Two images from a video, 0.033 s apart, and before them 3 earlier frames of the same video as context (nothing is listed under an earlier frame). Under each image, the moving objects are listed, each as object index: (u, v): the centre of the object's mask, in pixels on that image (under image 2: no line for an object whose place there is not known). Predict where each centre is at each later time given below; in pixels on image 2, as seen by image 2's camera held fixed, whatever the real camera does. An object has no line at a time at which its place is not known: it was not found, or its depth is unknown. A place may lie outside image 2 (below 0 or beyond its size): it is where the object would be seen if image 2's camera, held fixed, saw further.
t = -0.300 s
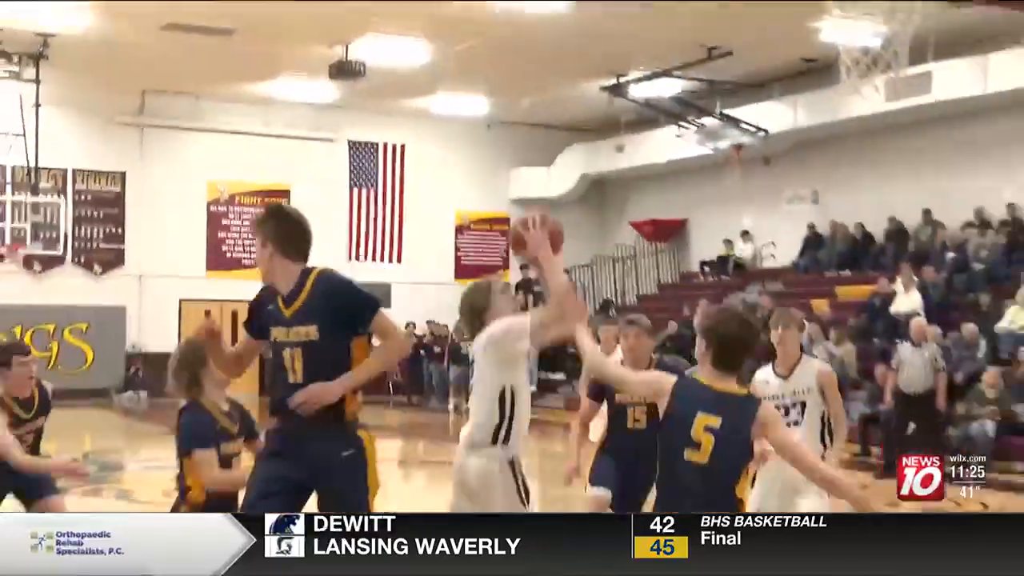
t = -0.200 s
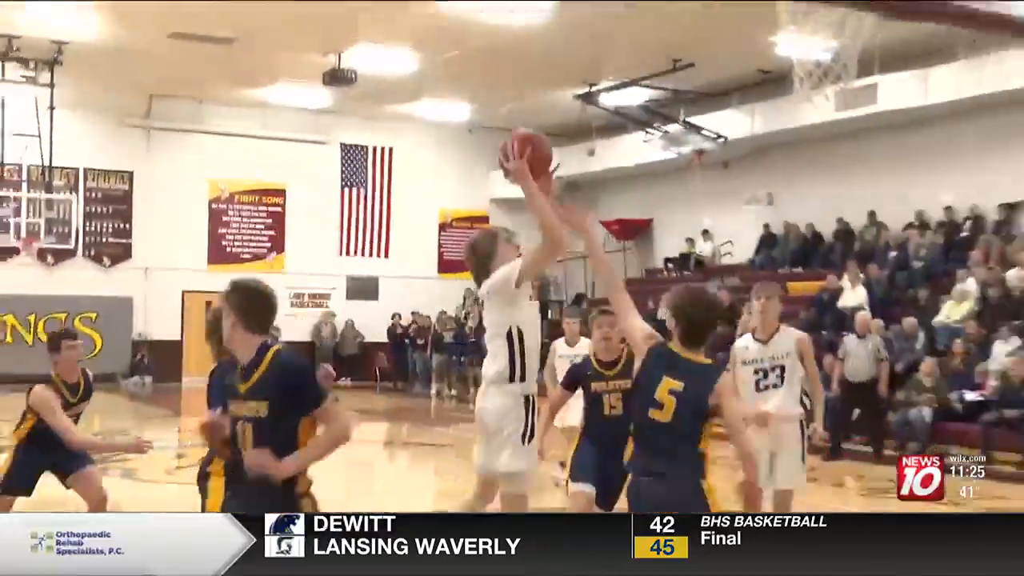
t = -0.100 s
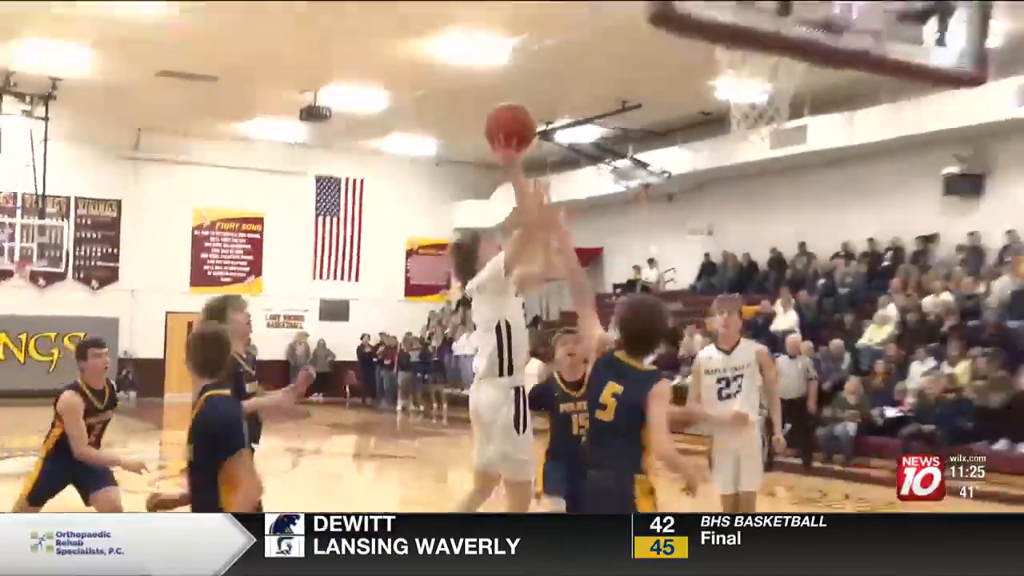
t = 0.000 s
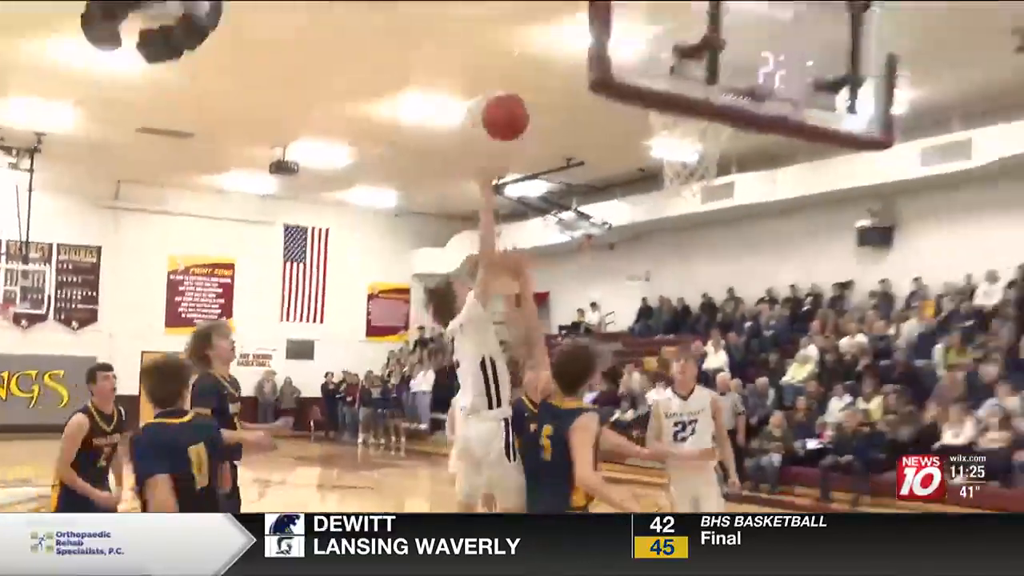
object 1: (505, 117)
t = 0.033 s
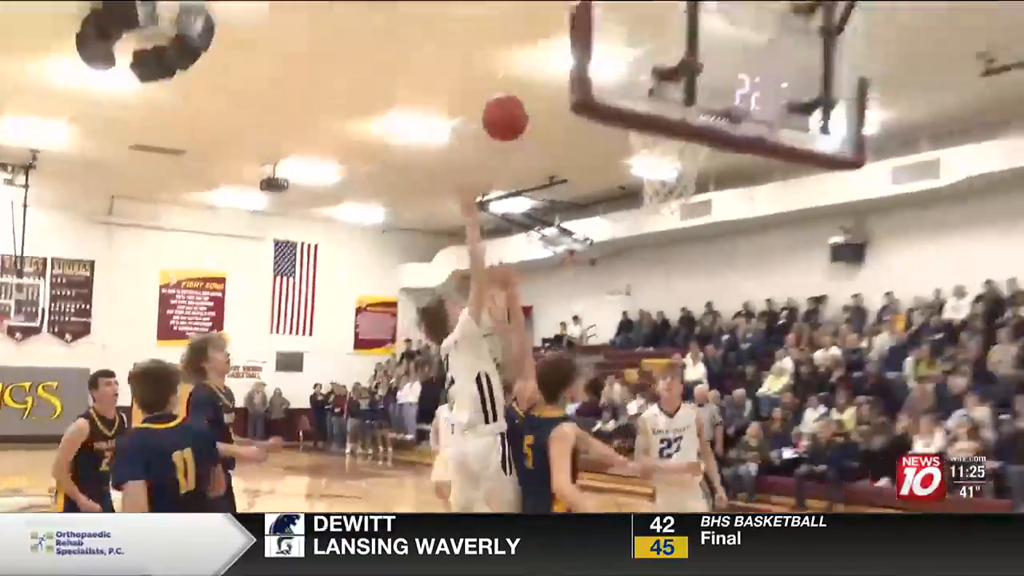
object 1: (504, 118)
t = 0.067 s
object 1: (519, 102)
